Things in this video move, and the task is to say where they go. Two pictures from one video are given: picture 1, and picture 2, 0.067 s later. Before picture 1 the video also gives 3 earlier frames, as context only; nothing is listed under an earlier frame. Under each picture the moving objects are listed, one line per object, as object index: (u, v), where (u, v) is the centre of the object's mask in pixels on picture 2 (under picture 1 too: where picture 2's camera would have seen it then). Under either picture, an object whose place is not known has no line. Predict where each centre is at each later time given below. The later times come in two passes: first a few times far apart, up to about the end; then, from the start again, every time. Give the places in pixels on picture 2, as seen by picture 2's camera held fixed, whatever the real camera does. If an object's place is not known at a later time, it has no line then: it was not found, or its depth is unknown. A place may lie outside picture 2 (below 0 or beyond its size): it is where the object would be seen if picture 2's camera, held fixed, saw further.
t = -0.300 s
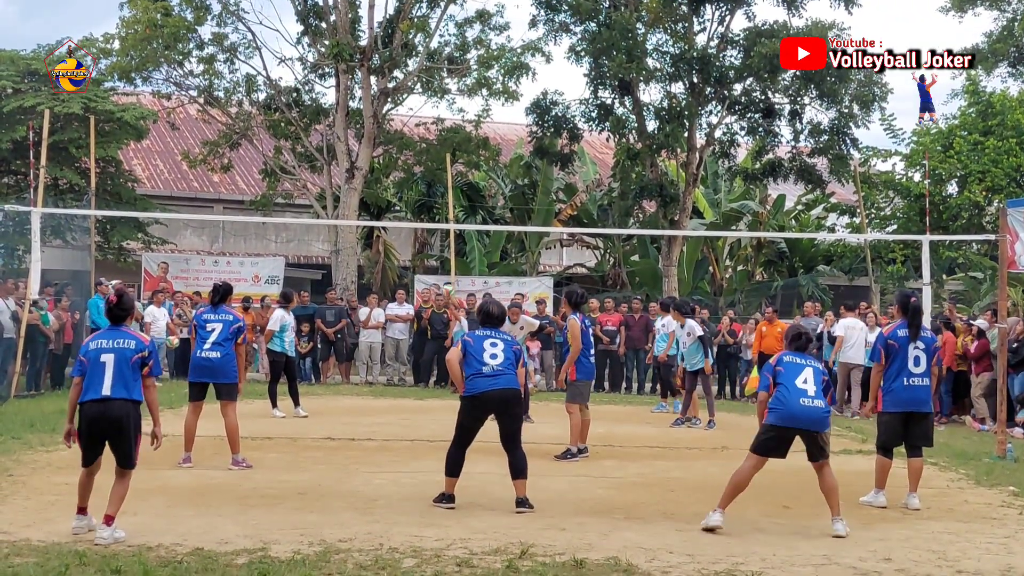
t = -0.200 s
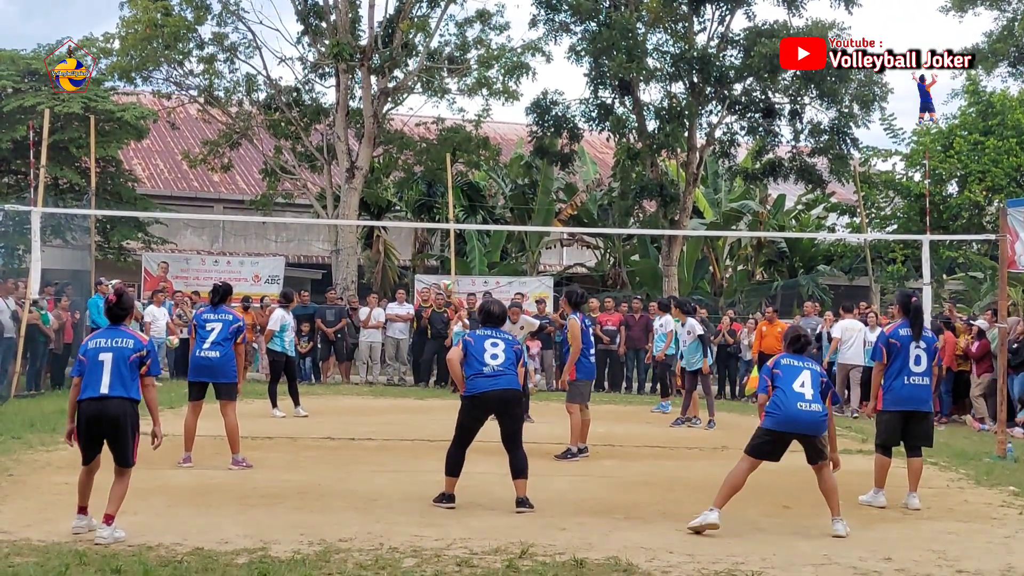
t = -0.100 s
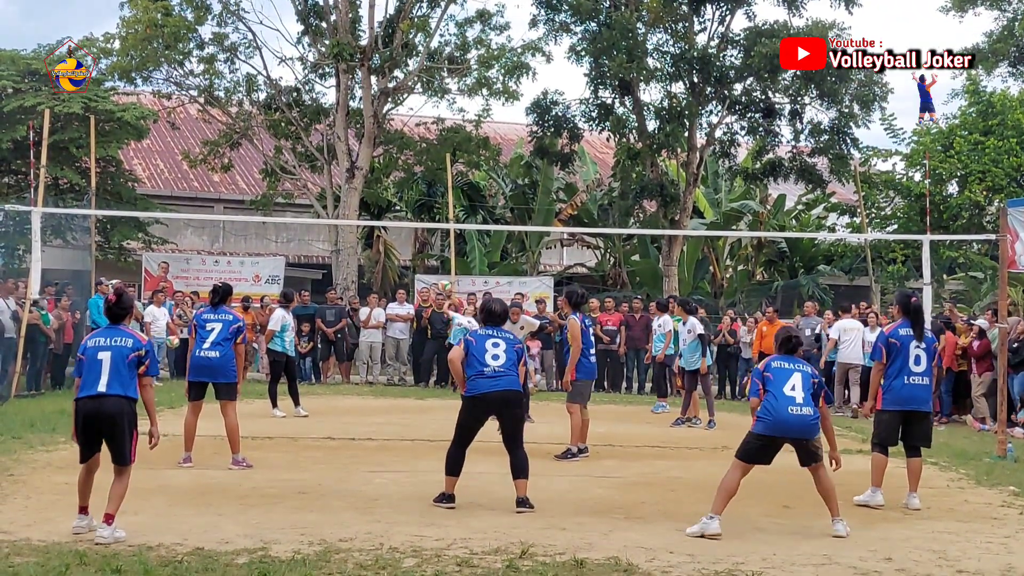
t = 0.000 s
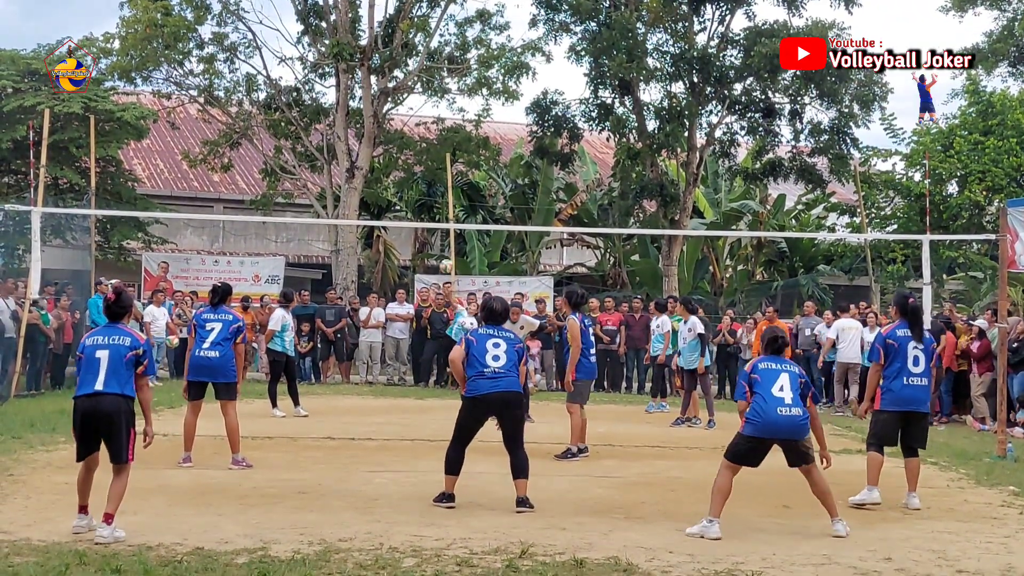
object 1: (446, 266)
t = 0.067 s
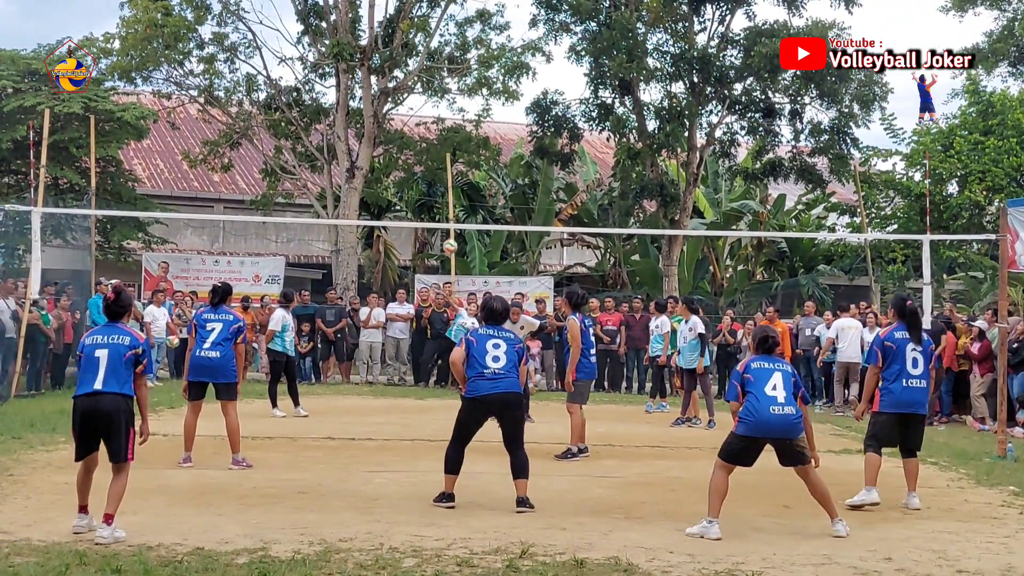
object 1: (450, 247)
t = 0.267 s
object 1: (460, 196)
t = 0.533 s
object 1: (474, 159)
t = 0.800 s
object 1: (493, 169)
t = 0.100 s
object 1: (452, 237)
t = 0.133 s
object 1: (453, 229)
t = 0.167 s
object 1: (454, 218)
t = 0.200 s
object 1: (456, 212)
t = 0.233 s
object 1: (458, 204)
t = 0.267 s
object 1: (460, 196)
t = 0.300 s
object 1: (460, 190)
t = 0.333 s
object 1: (462, 184)
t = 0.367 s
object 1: (463, 178)
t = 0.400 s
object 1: (465, 172)
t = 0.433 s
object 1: (467, 168)
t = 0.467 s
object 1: (470, 164)
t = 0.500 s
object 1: (471, 161)
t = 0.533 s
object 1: (474, 159)
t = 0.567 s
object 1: (476, 157)
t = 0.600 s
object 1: (478, 156)
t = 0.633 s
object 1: (480, 155)
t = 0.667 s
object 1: (483, 156)
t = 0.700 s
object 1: (485, 157)
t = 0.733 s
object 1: (487, 160)
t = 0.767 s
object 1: (490, 164)
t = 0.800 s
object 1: (493, 169)
